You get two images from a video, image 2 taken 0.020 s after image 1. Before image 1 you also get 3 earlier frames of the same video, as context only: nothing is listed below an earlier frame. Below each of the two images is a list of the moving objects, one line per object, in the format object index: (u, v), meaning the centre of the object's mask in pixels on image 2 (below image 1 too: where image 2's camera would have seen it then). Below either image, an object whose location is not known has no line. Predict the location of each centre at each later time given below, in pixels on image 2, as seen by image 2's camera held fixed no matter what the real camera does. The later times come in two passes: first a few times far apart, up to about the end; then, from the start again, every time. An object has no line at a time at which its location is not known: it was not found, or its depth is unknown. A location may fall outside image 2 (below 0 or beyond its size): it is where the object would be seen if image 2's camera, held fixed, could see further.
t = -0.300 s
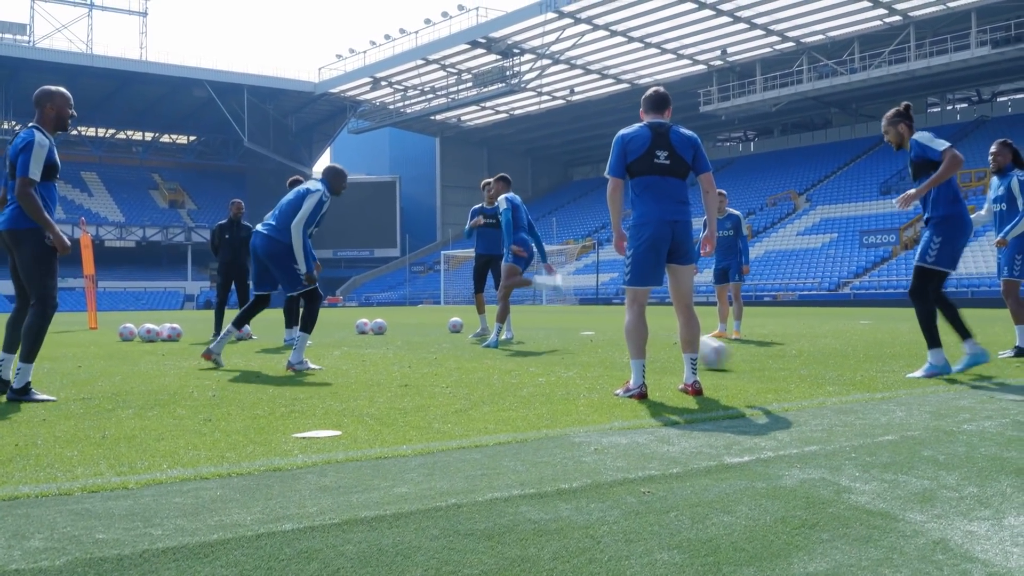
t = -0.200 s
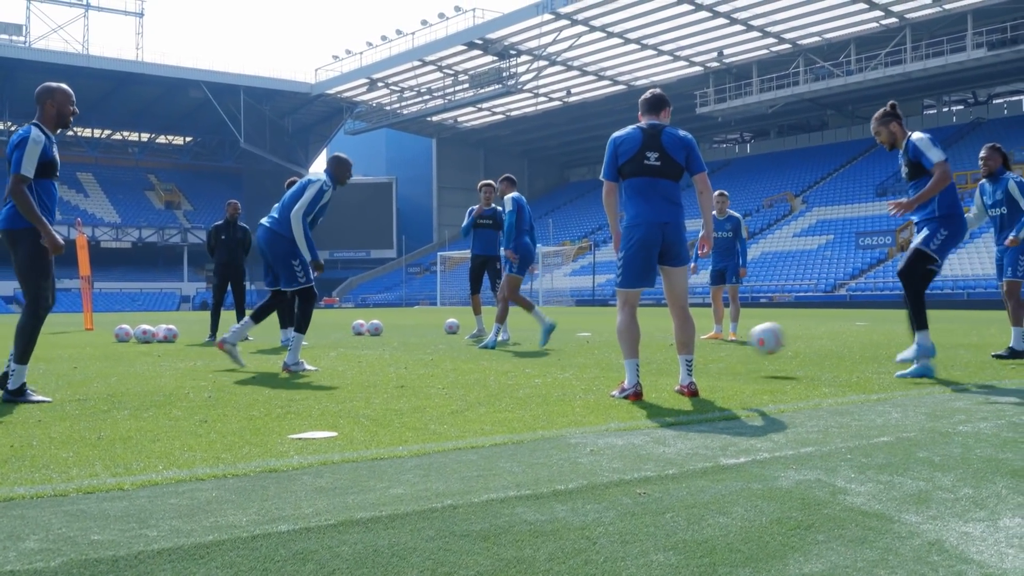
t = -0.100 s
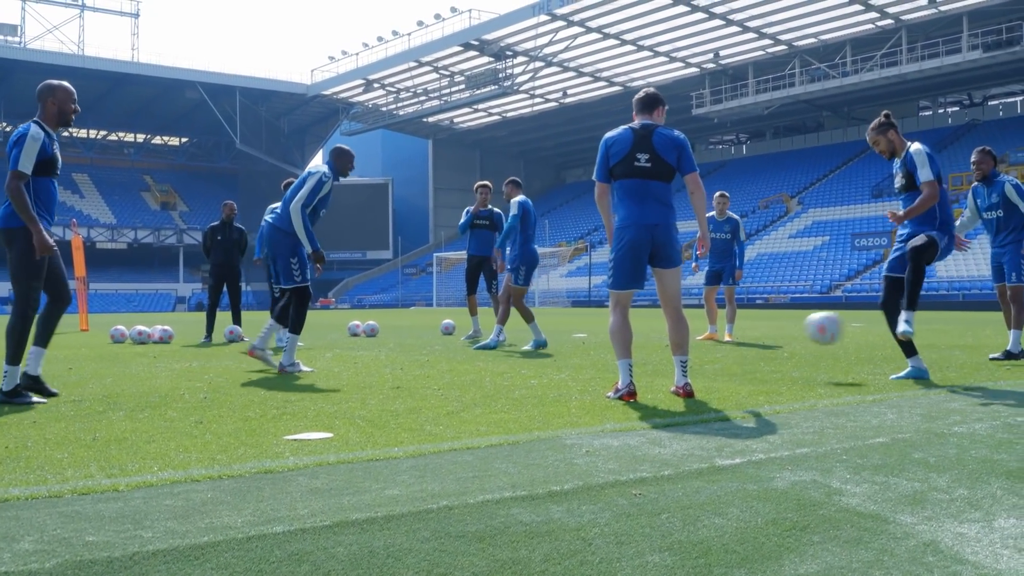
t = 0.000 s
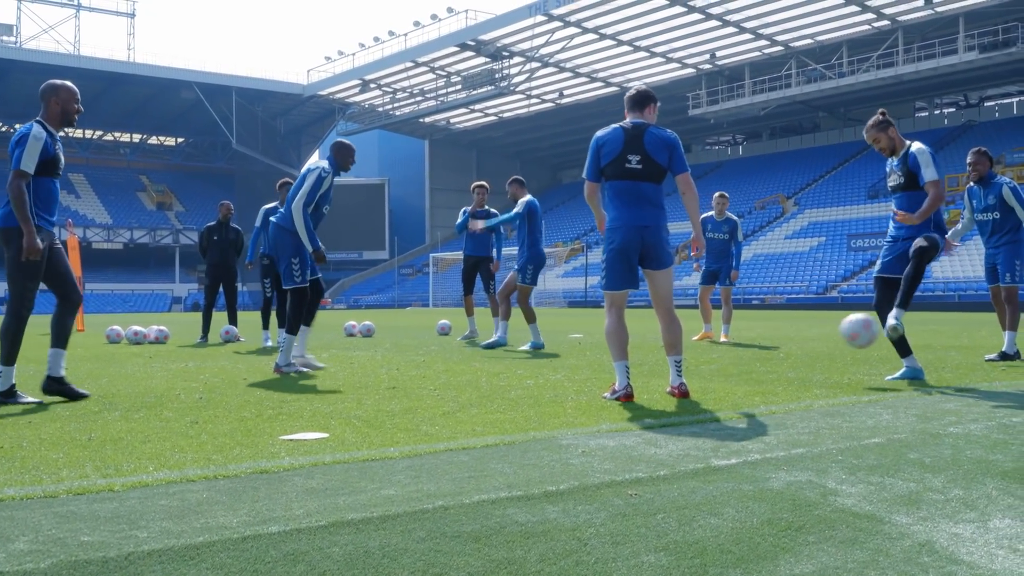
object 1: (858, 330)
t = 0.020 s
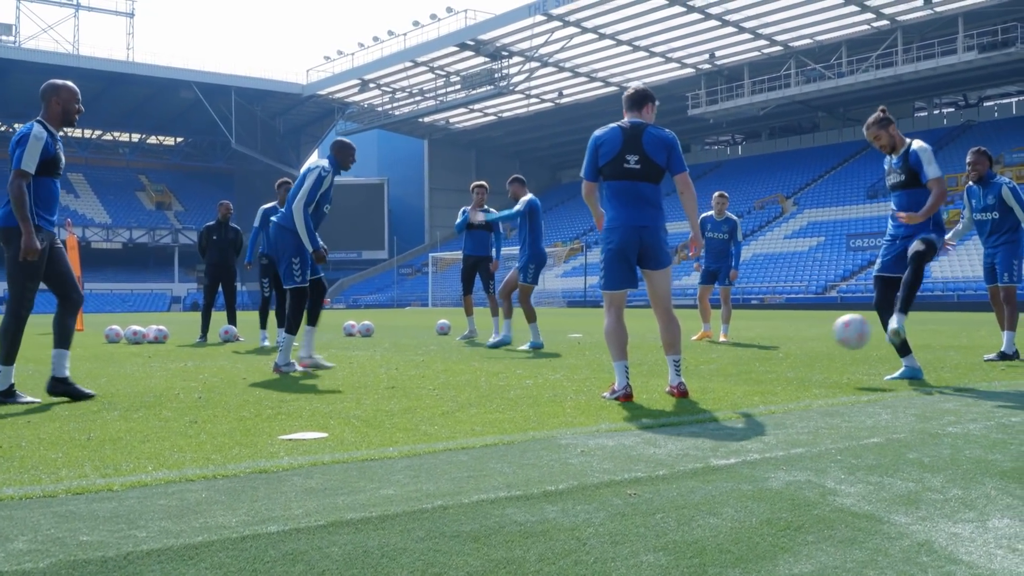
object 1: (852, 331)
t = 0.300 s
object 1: (784, 359)
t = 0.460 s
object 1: (778, 368)
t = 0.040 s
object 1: (845, 333)
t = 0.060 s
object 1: (838, 335)
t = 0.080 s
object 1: (832, 338)
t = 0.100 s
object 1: (826, 342)
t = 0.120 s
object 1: (818, 346)
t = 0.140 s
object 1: (811, 352)
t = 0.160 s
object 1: (805, 358)
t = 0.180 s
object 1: (798, 364)
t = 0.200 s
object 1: (791, 370)
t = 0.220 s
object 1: (789, 369)
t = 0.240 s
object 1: (788, 366)
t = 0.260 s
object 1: (787, 363)
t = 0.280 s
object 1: (786, 360)
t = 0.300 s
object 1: (784, 359)
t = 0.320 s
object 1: (784, 358)
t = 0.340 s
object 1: (783, 357)
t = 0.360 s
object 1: (782, 357)
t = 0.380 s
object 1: (781, 358)
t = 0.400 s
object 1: (780, 360)
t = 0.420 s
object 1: (779, 362)
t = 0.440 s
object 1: (779, 365)
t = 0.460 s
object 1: (778, 368)
